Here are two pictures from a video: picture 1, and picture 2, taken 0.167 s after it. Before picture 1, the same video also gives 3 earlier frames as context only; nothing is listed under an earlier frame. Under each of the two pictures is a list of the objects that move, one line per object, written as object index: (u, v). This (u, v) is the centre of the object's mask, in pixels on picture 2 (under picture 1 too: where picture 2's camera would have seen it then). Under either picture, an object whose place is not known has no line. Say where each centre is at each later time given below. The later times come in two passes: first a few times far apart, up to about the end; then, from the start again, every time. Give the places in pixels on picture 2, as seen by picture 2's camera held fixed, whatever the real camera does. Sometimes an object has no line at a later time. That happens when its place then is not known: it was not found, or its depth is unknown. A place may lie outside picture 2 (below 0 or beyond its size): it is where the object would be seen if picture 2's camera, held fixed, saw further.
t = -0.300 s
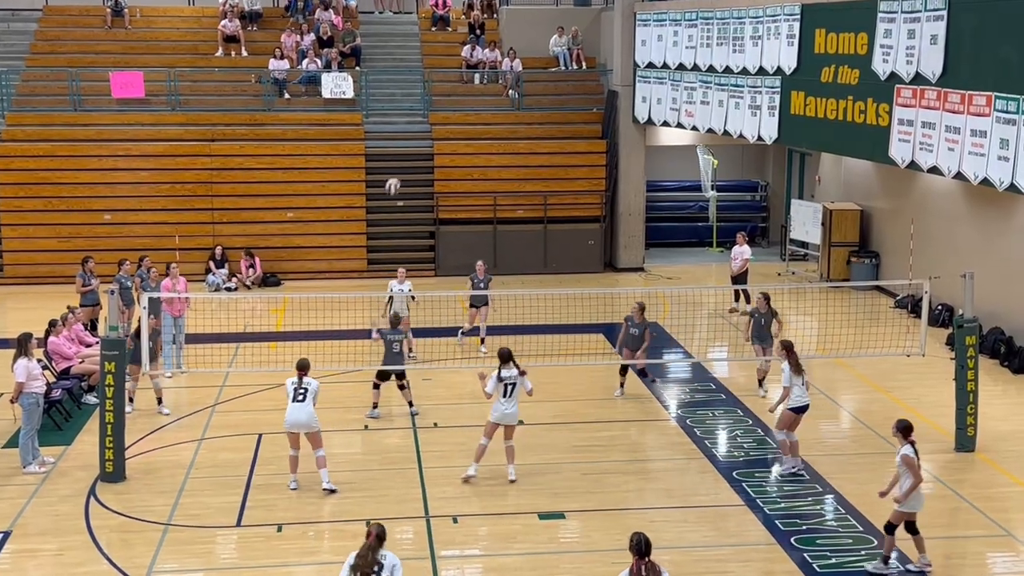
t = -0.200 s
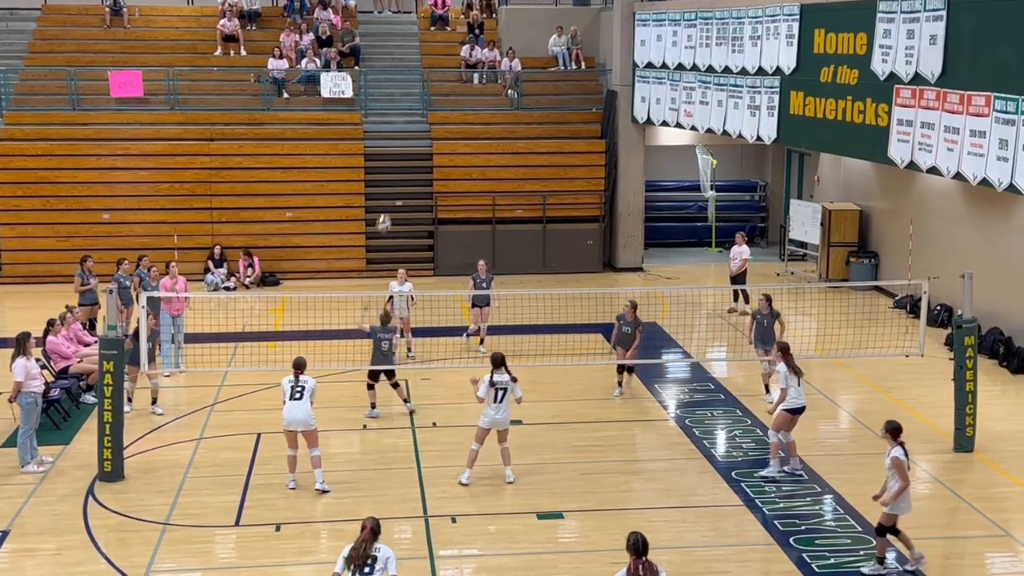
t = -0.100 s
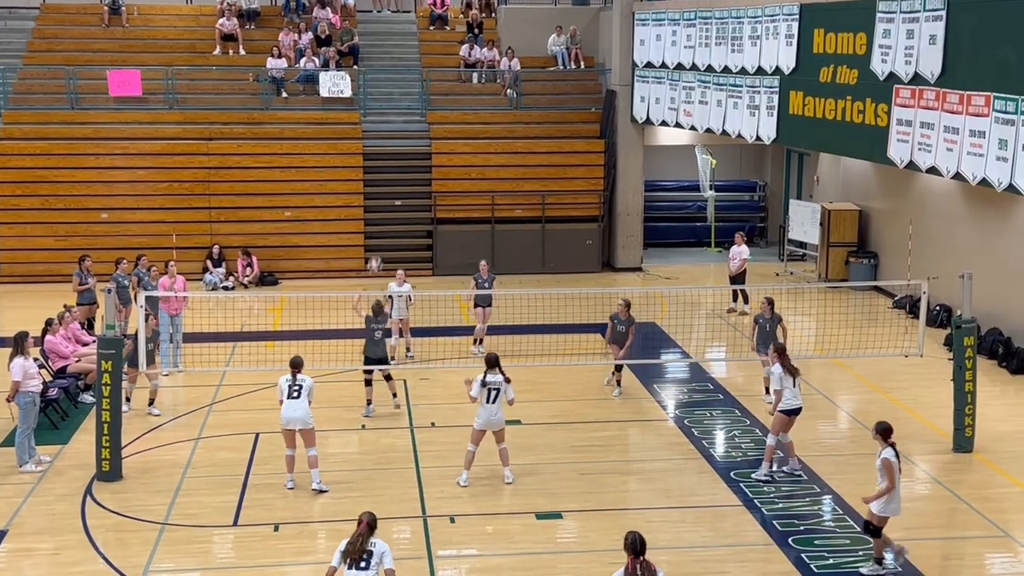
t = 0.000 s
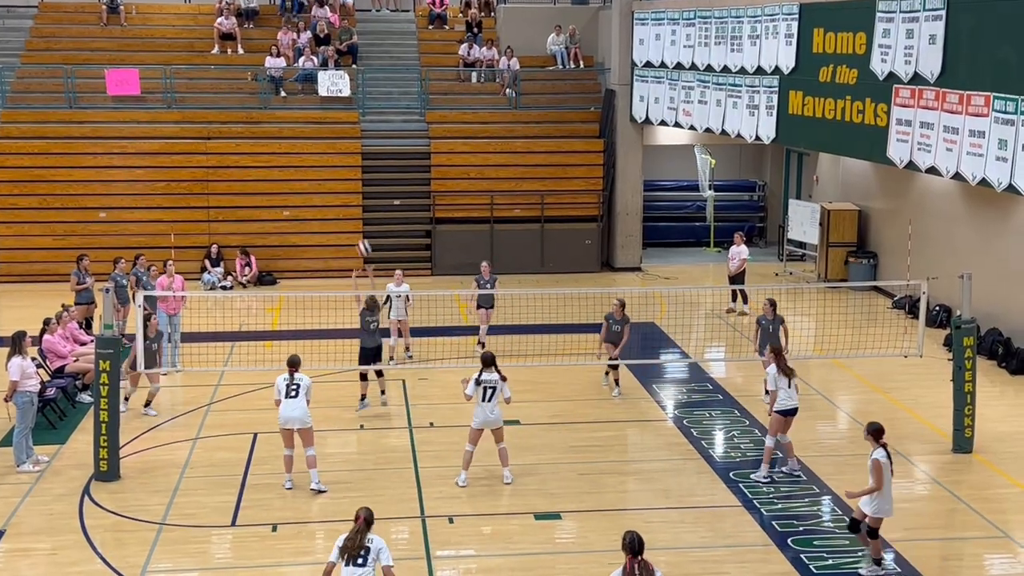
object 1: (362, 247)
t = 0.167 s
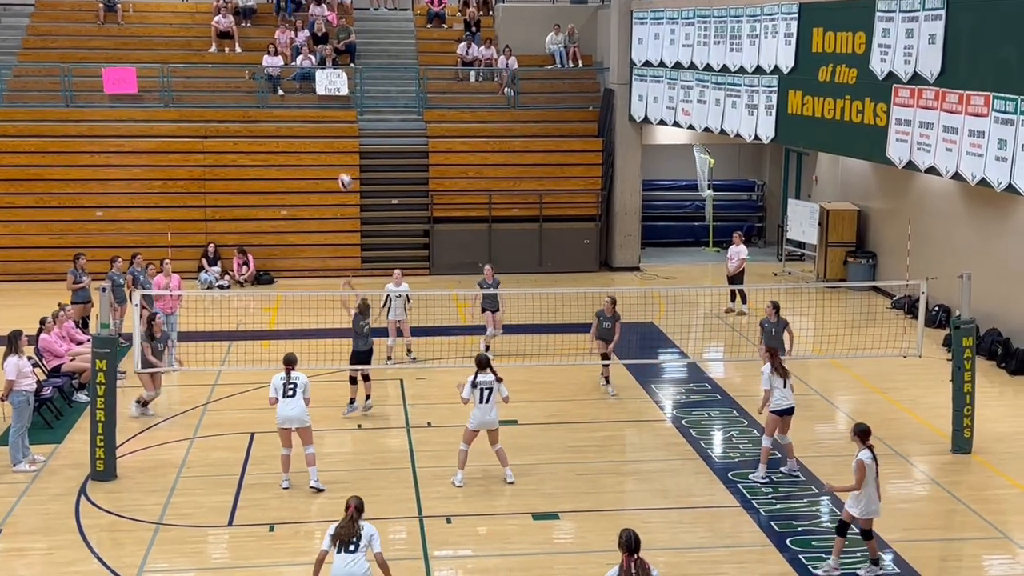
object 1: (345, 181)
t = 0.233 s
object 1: (338, 160)
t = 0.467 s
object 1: (316, 112)
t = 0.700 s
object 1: (295, 102)
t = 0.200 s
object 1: (341, 170)
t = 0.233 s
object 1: (338, 160)
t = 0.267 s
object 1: (335, 151)
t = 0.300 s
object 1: (332, 142)
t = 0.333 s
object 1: (329, 135)
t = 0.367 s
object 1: (326, 128)
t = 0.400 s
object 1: (323, 121)
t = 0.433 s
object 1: (320, 116)
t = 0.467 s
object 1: (316, 112)
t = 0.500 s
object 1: (314, 108)
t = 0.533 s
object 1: (310, 106)
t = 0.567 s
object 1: (307, 103)
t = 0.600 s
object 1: (304, 102)
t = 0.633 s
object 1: (302, 101)
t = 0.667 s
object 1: (299, 101)
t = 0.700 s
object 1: (295, 102)
